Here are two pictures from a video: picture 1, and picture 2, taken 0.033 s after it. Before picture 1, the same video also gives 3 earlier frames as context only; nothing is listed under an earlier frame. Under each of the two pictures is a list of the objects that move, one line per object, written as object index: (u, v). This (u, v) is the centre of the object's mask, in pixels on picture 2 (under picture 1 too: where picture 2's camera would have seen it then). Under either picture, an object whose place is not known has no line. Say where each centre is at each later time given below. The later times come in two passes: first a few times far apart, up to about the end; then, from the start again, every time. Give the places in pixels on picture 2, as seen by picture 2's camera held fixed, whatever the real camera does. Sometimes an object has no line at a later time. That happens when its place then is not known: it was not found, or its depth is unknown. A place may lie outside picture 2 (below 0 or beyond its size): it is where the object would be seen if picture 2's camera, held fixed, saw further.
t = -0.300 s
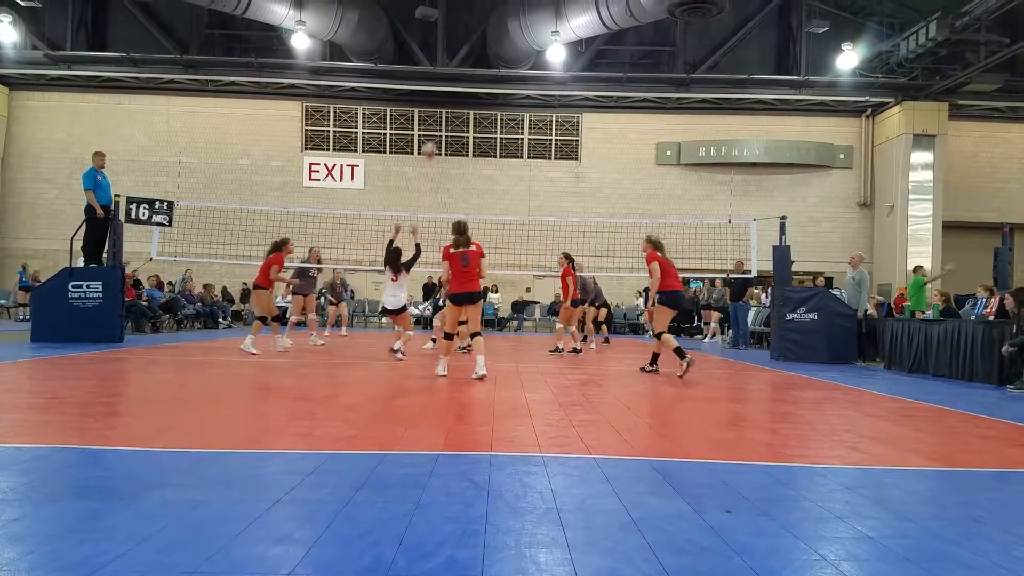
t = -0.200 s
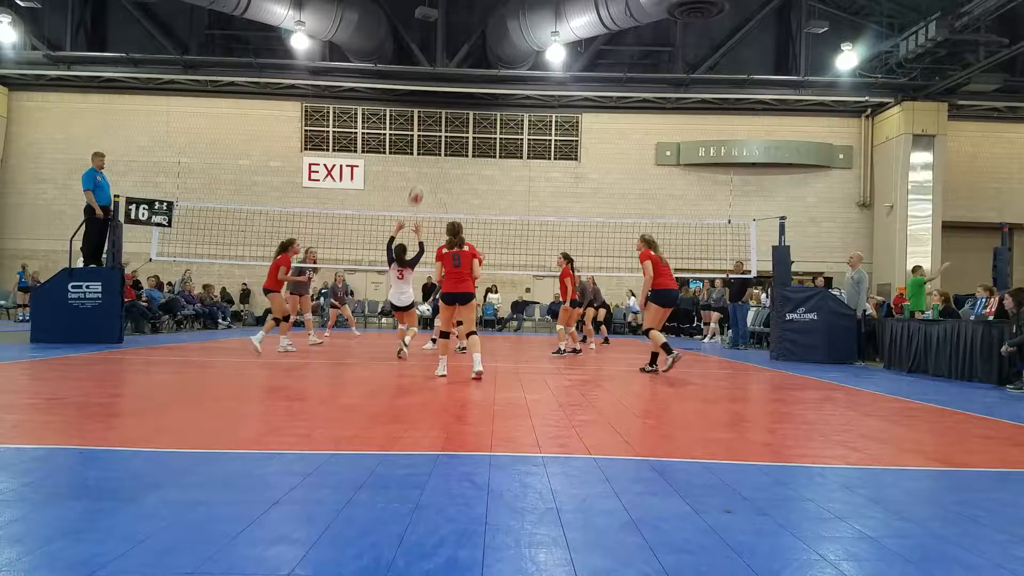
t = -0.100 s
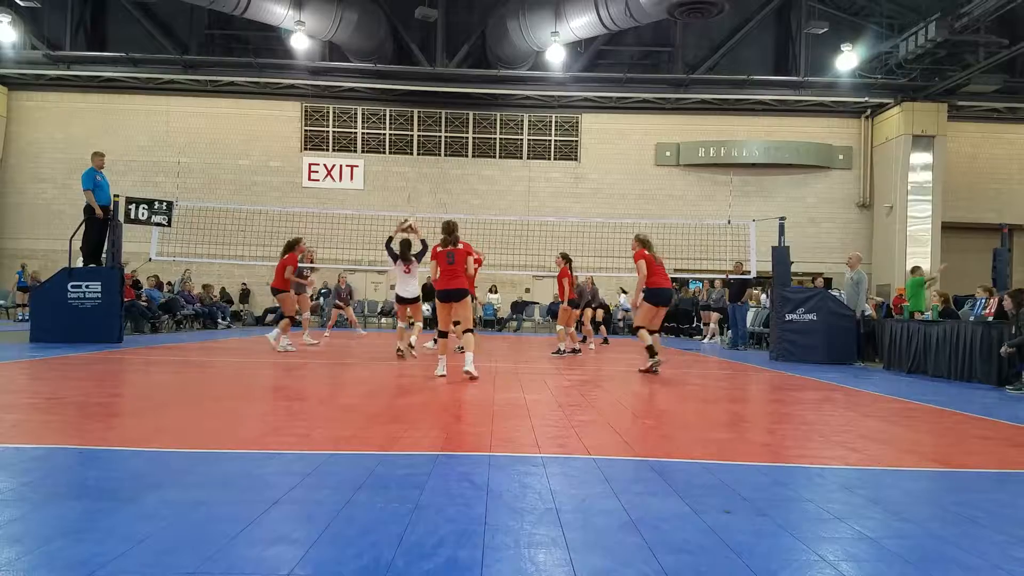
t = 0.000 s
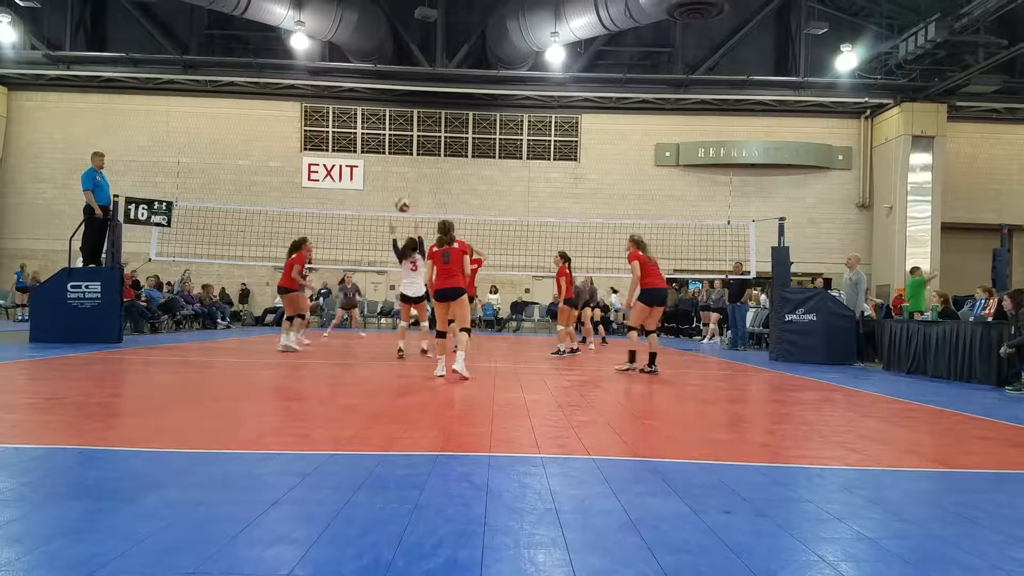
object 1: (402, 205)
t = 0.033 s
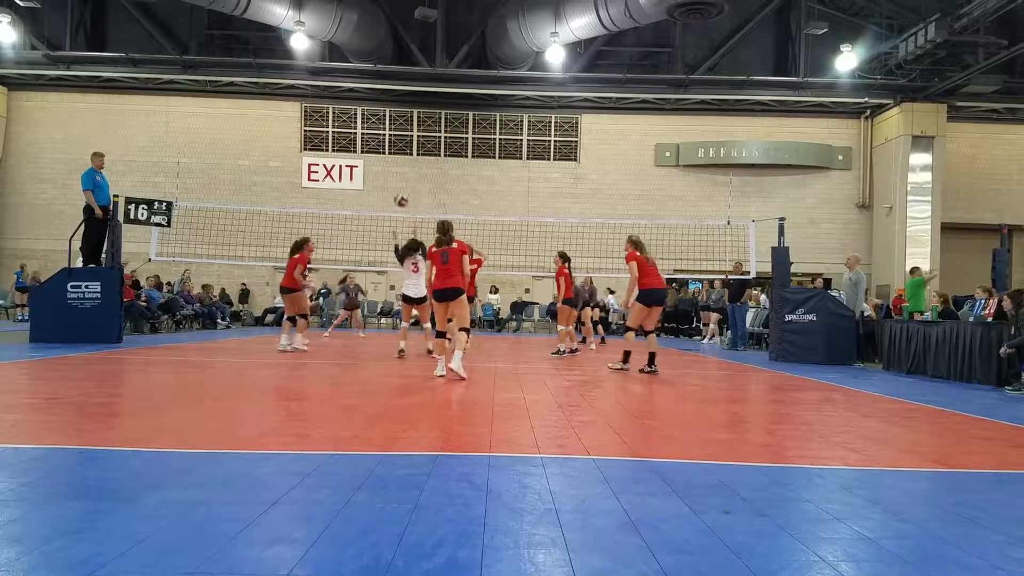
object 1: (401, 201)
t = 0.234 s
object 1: (394, 186)
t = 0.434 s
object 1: (386, 194)
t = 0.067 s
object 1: (400, 196)
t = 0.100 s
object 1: (398, 193)
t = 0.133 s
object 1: (397, 189)
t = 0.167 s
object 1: (396, 187)
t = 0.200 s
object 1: (394, 185)
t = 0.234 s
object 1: (394, 186)
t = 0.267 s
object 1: (392, 185)
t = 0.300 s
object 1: (391, 186)
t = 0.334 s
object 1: (390, 187)
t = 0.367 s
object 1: (388, 189)
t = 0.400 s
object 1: (387, 191)
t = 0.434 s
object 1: (386, 194)
